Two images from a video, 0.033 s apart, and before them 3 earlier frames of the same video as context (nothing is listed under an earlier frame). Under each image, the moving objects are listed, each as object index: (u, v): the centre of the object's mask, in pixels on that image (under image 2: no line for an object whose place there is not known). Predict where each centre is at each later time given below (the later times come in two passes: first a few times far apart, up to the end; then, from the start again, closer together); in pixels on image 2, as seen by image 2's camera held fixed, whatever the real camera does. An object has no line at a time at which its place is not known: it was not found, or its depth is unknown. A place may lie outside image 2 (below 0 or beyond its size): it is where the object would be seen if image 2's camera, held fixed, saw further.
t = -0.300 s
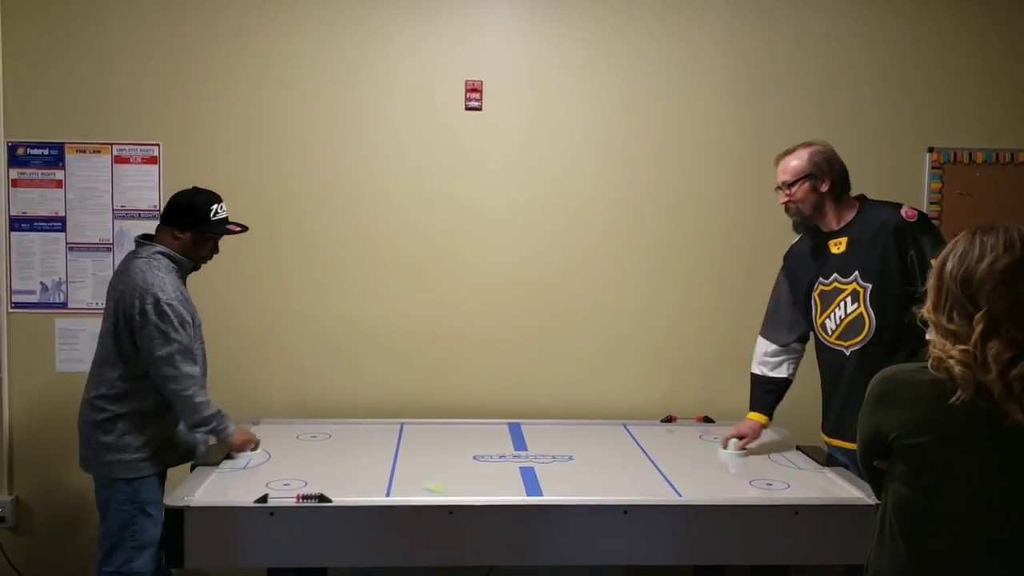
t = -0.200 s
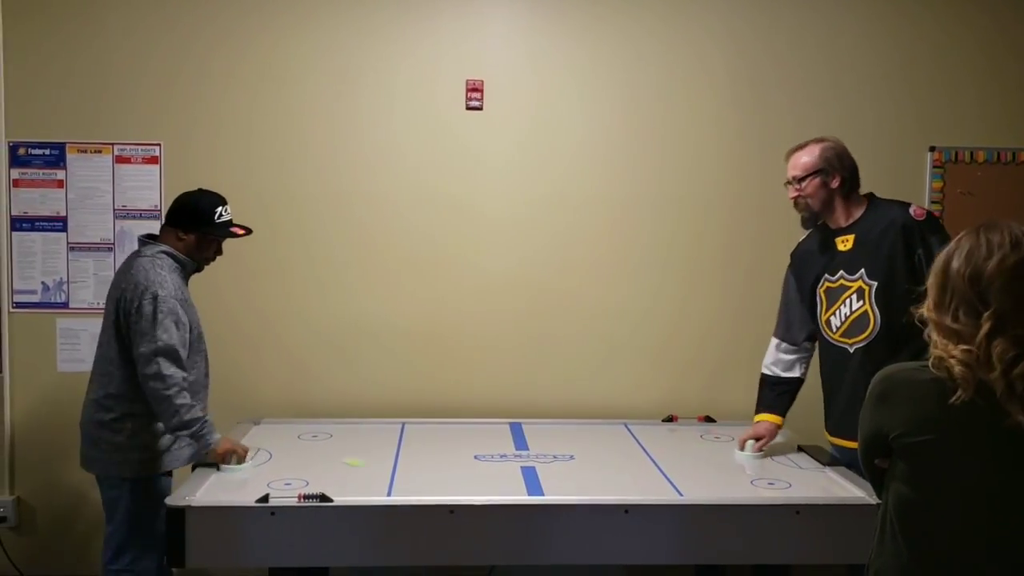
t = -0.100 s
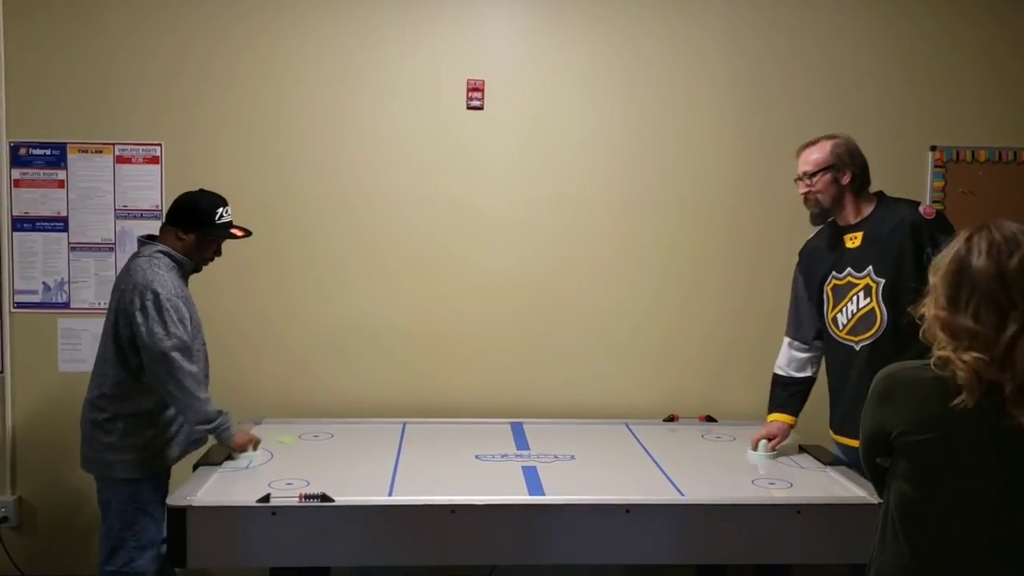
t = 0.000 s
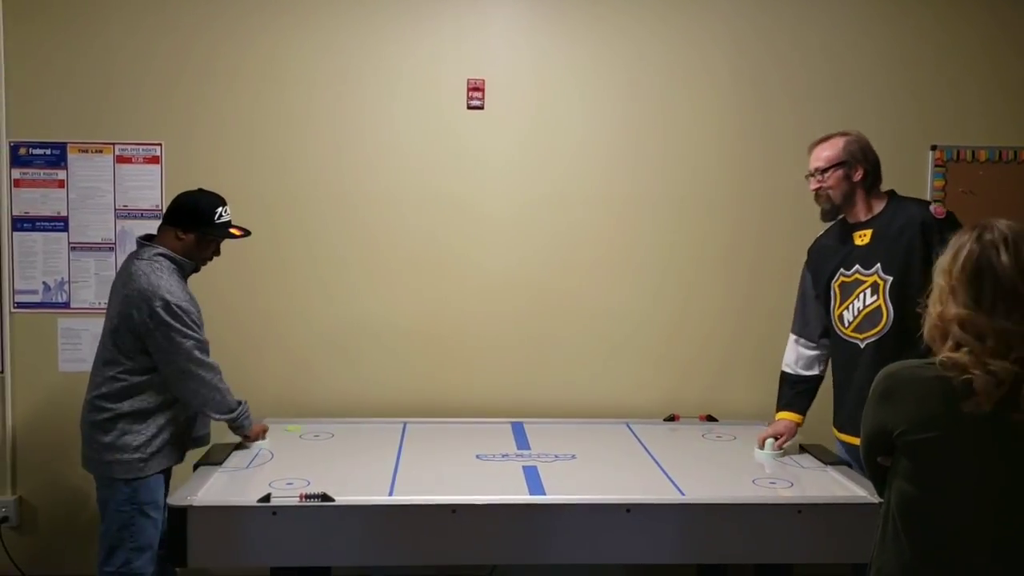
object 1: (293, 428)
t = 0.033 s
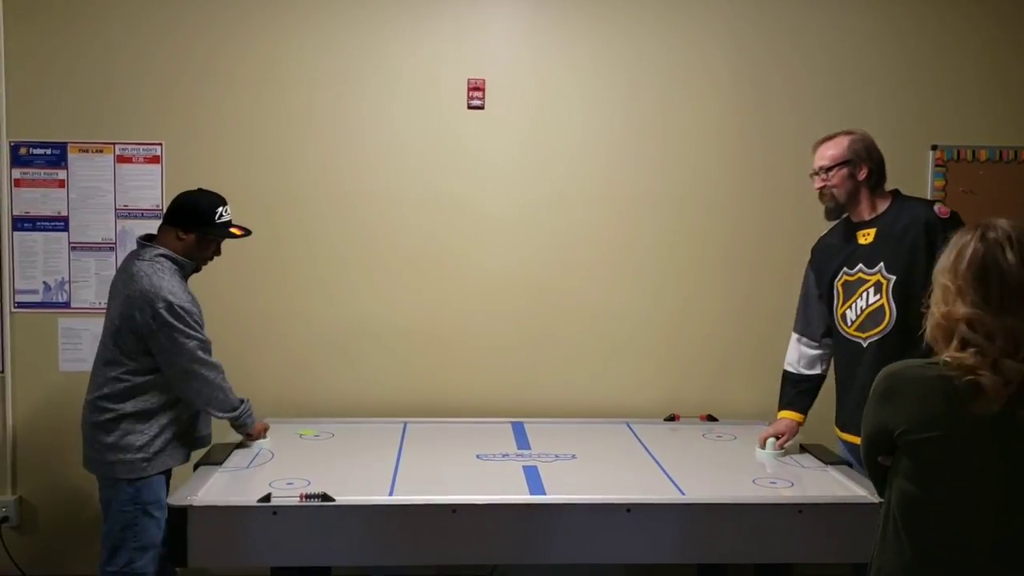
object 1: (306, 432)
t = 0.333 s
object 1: (444, 479)
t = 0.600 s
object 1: (567, 473)
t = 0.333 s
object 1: (444, 479)
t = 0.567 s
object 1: (556, 476)
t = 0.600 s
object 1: (567, 473)
